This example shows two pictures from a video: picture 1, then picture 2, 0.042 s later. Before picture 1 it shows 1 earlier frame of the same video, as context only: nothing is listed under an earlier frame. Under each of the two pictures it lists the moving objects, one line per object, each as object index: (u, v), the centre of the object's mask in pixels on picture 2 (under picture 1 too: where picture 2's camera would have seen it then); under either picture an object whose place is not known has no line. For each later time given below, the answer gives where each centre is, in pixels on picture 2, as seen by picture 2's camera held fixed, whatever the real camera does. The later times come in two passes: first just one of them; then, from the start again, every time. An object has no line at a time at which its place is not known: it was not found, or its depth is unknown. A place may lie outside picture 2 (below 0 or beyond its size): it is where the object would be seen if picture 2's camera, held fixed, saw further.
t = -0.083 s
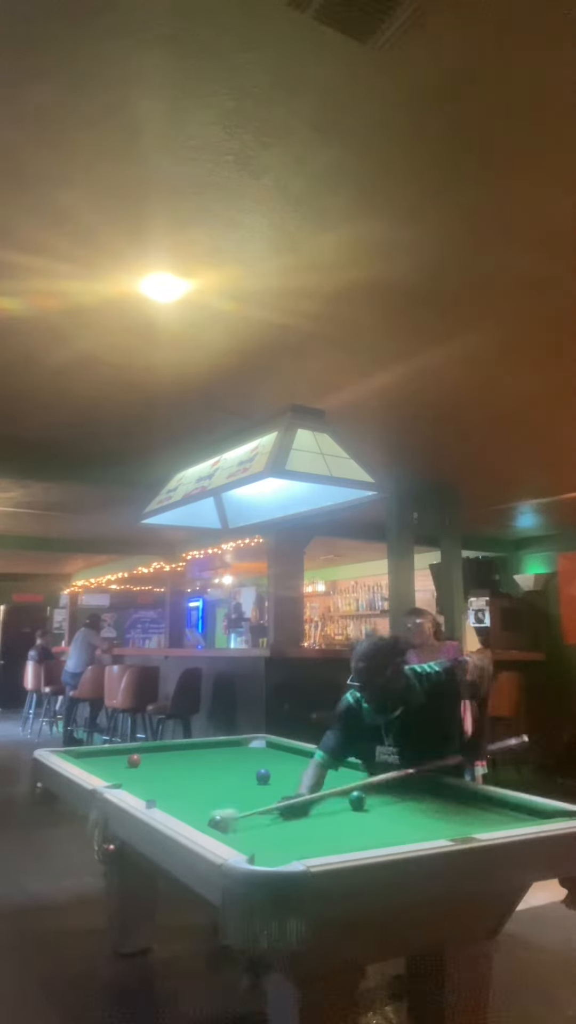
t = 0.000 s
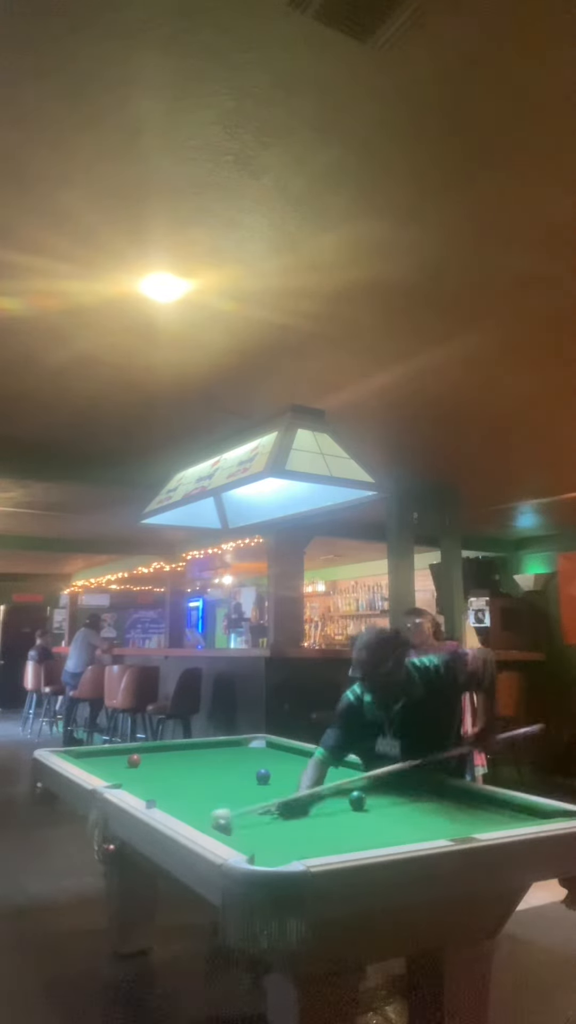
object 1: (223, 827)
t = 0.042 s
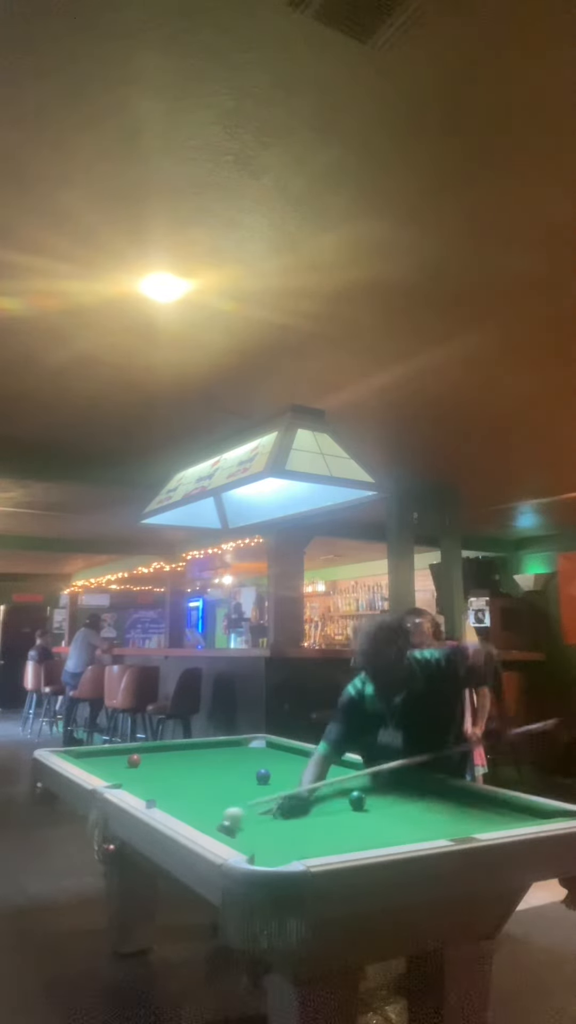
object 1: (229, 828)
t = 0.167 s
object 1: (241, 835)
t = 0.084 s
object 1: (232, 831)
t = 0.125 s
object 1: (236, 833)
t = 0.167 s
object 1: (241, 835)
